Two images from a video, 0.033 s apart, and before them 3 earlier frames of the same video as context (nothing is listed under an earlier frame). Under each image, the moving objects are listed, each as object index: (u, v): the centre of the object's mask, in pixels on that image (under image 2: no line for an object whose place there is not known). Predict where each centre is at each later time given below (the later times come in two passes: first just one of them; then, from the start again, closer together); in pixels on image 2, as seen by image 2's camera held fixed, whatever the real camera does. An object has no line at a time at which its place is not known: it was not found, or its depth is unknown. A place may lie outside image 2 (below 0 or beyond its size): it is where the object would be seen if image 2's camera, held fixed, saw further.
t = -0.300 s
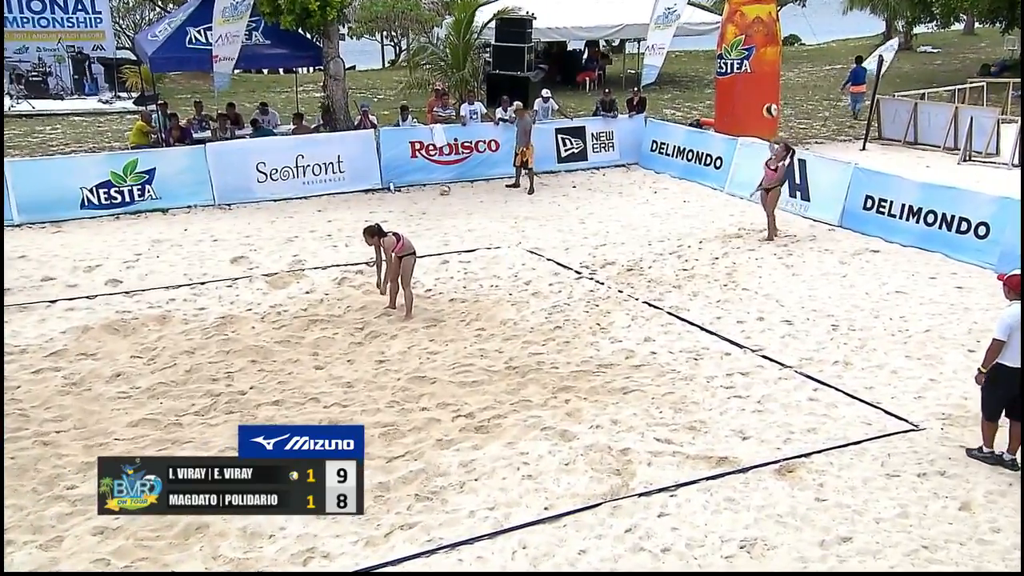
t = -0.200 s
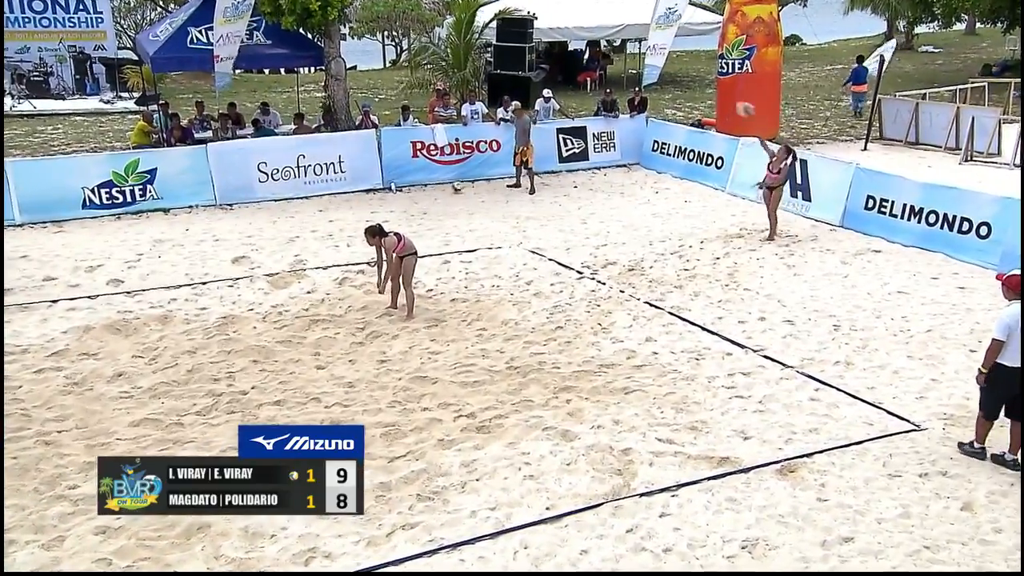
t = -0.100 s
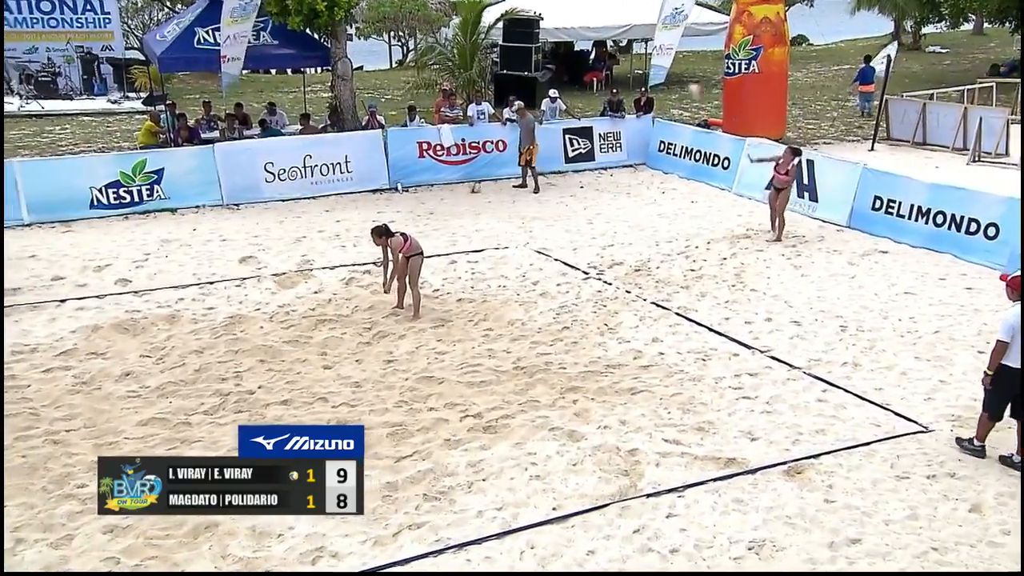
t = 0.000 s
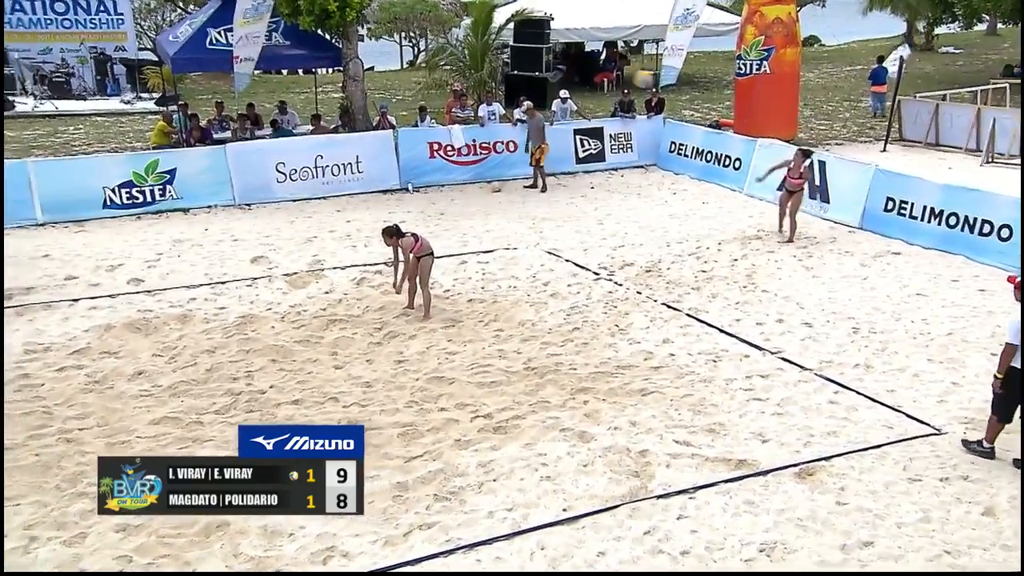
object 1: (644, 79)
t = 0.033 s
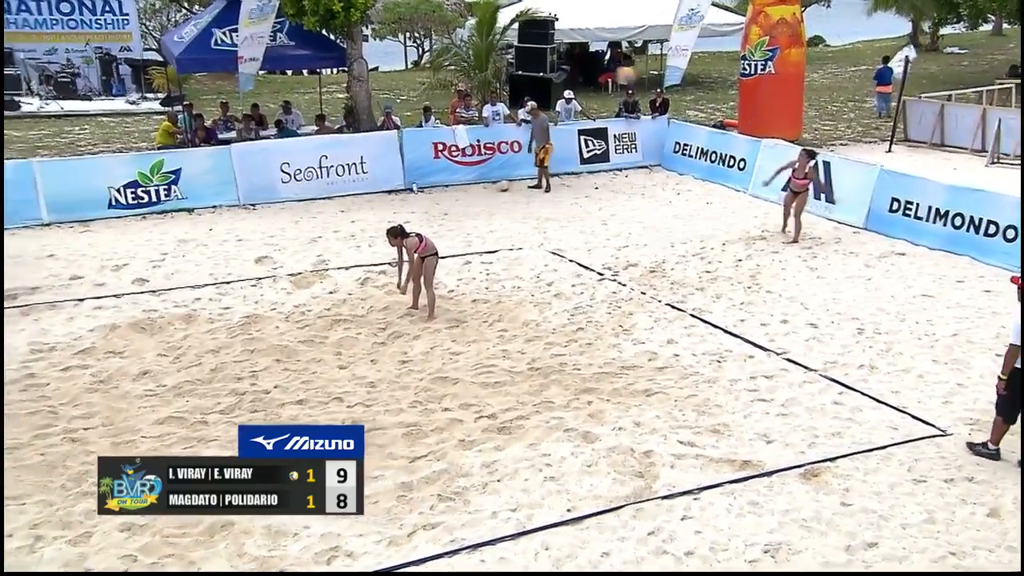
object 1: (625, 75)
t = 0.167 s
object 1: (527, 65)
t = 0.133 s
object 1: (553, 66)
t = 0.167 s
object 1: (527, 65)
